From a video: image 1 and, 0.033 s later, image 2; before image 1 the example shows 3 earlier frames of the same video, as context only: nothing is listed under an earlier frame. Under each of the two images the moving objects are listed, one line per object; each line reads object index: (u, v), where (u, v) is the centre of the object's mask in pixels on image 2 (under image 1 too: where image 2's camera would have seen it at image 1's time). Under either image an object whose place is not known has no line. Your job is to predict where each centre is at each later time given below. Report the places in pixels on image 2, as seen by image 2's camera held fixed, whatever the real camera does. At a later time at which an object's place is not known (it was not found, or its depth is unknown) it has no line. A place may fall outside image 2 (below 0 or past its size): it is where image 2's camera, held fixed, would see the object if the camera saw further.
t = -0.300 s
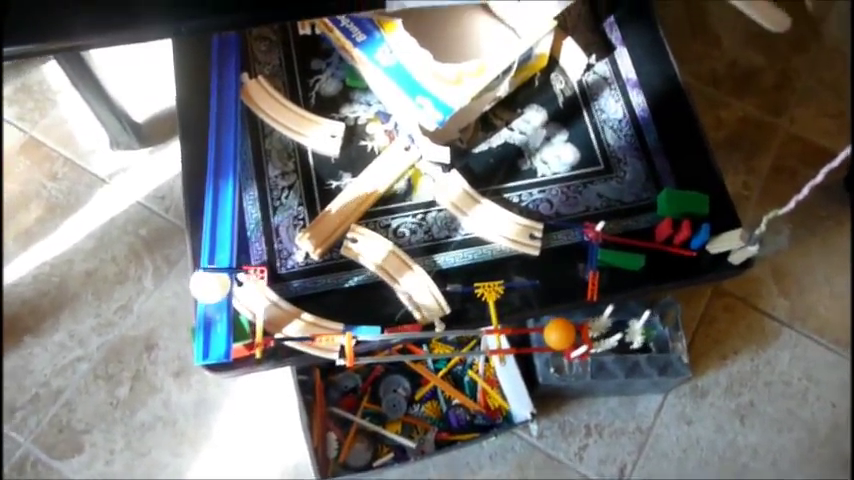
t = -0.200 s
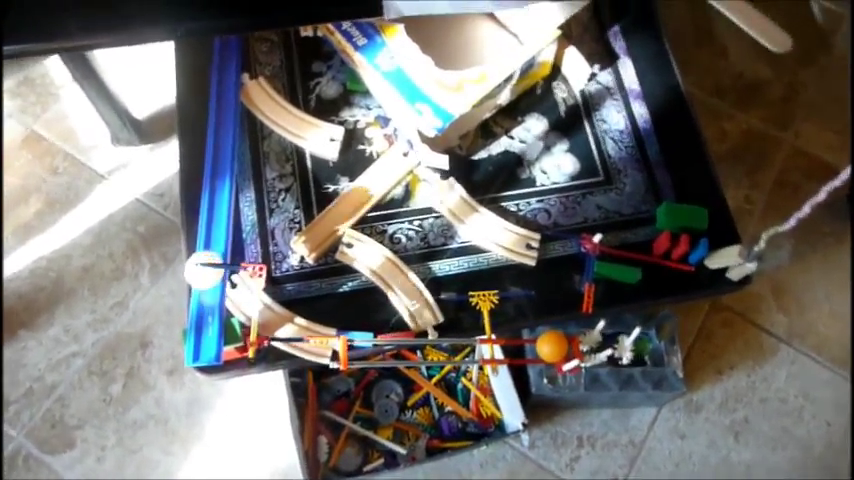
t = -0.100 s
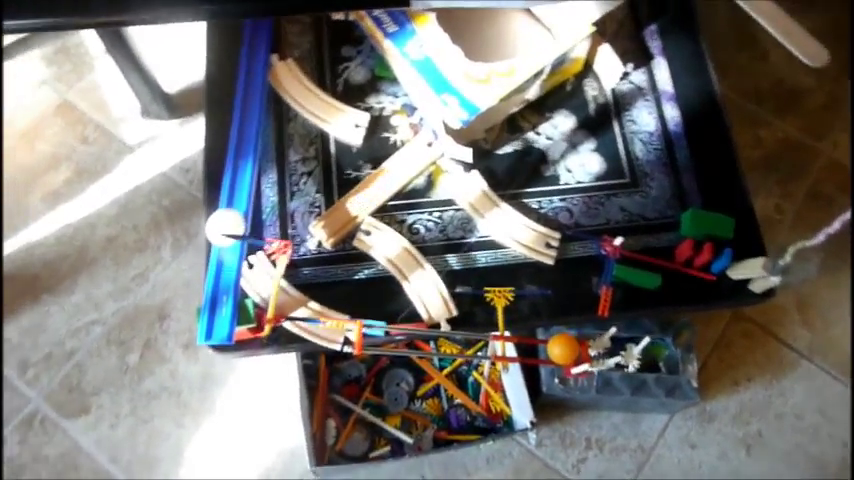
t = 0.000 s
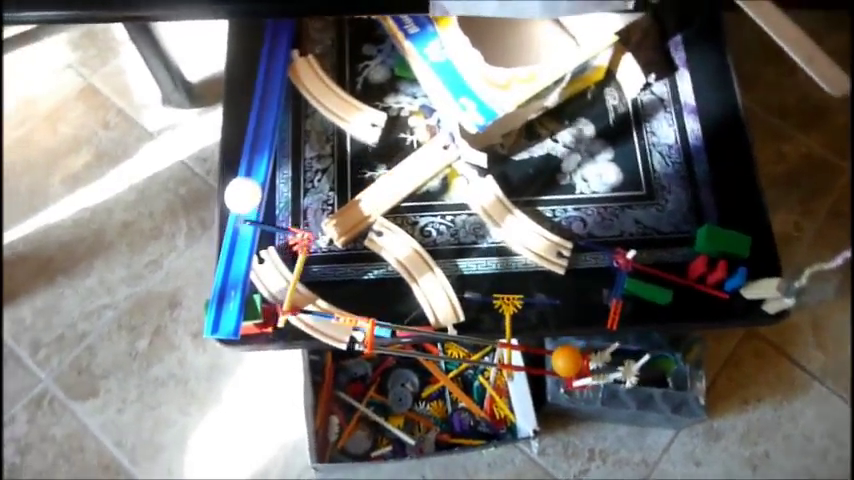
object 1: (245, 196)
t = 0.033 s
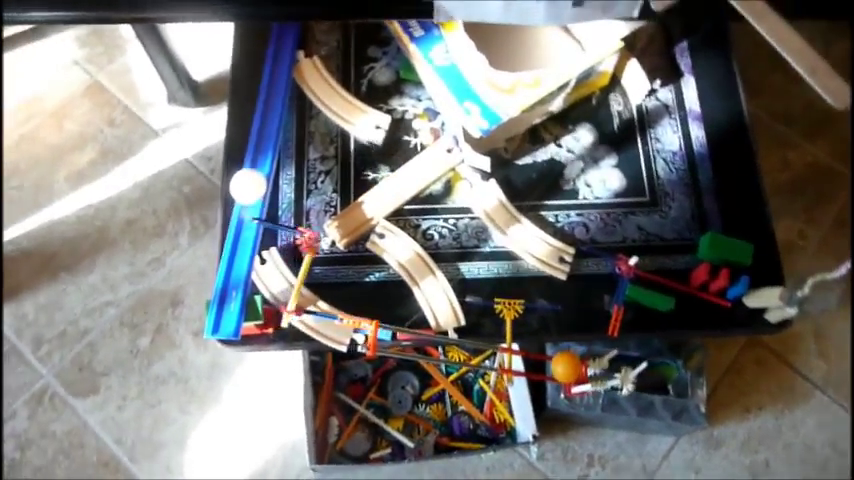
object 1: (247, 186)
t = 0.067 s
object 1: (250, 177)
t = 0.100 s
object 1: (252, 166)
